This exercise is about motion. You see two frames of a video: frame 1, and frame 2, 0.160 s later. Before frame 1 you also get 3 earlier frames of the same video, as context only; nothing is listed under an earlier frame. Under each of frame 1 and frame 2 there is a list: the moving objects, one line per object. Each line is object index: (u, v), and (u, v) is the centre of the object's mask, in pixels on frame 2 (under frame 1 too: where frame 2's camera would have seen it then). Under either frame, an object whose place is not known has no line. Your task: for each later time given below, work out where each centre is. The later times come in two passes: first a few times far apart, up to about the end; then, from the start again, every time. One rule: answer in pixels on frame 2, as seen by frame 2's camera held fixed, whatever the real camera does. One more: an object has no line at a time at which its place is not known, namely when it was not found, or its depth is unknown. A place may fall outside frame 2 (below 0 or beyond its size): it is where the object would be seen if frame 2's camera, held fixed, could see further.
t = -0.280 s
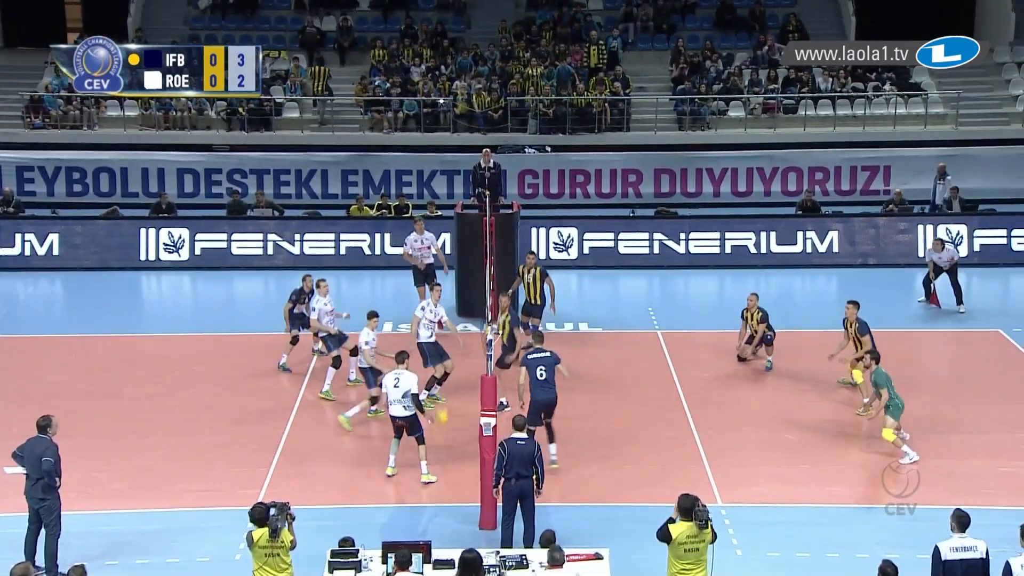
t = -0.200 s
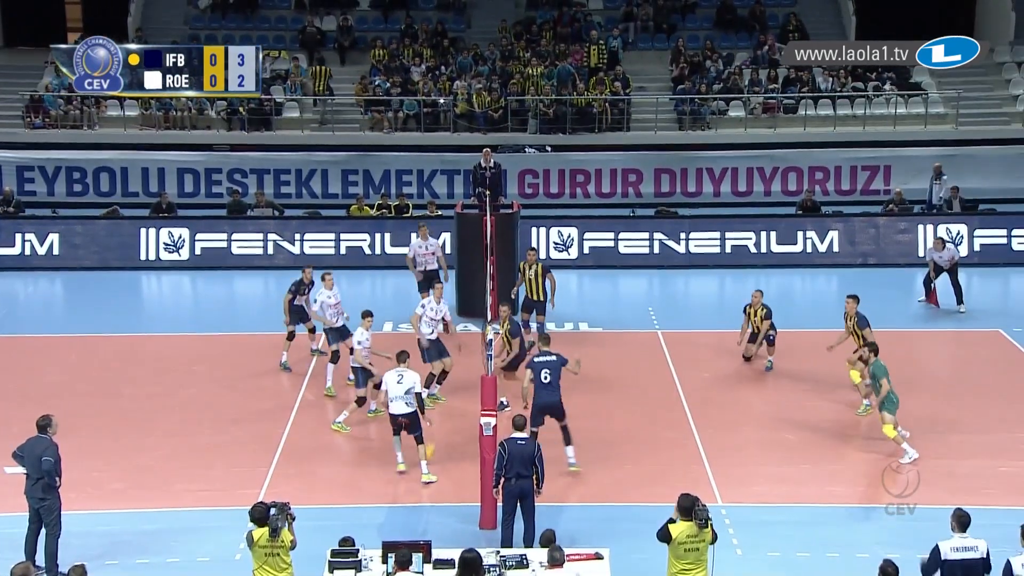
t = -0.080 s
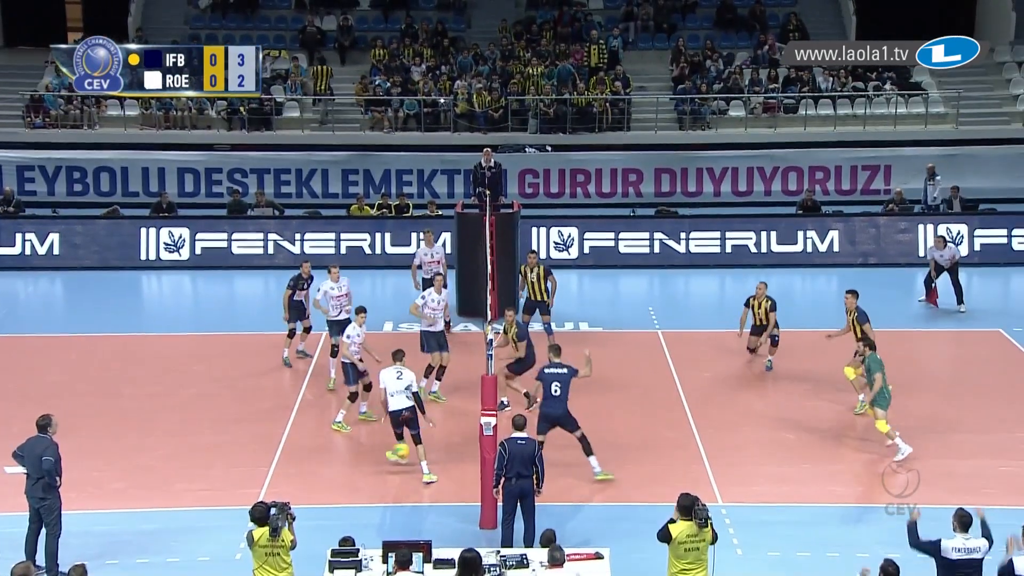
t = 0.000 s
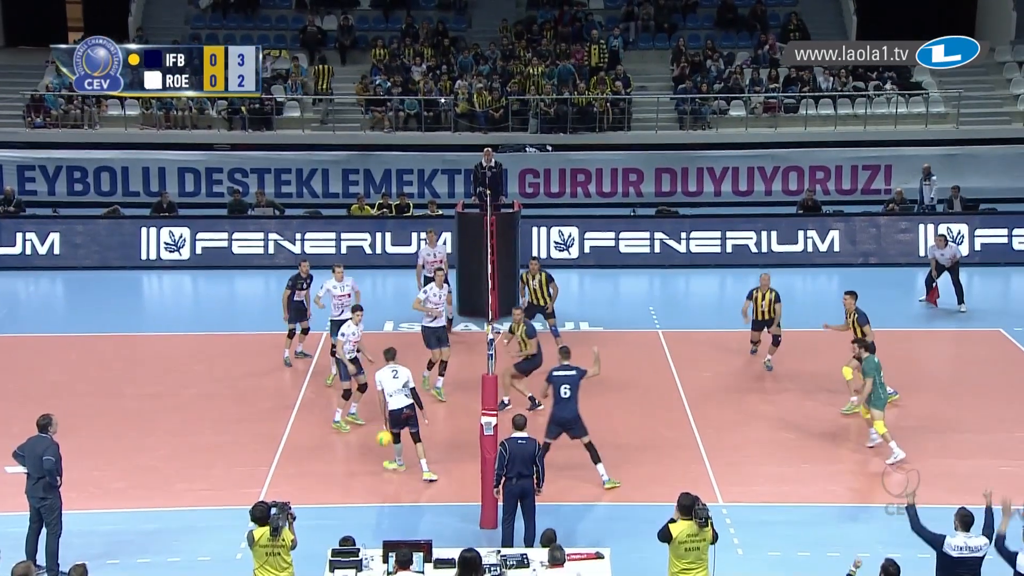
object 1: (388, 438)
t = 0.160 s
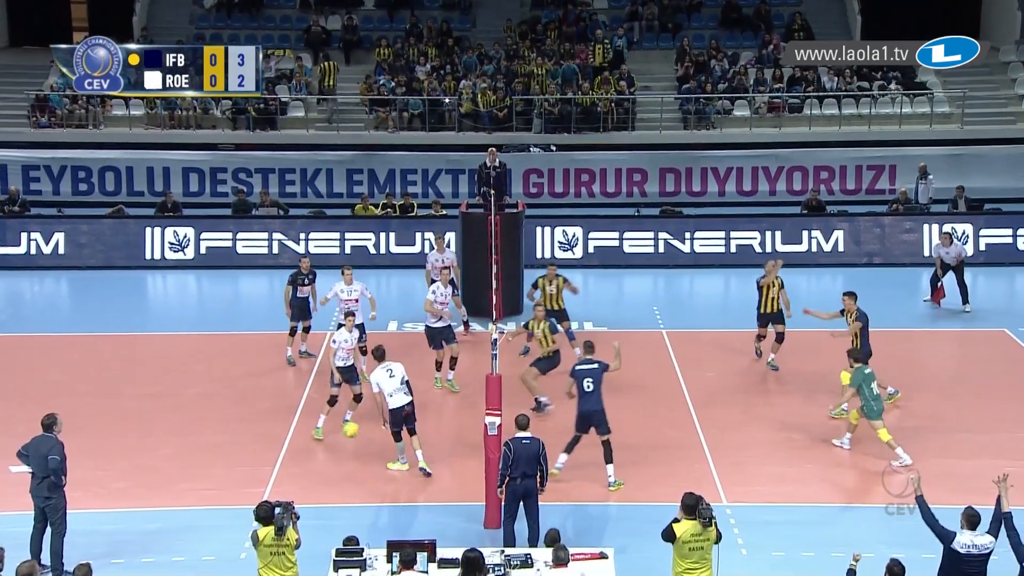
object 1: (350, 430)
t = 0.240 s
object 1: (331, 433)
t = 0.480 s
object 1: (273, 472)
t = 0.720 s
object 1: (213, 548)
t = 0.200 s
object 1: (340, 431)
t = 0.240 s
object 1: (331, 433)
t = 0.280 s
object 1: (321, 436)
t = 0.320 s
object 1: (312, 441)
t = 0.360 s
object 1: (302, 447)
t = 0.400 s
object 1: (293, 453)
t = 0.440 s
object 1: (283, 462)
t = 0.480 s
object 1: (273, 472)
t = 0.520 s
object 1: (263, 483)
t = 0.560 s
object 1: (254, 496)
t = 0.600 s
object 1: (243, 509)
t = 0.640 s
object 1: (235, 525)
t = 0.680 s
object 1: (225, 542)
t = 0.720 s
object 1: (213, 548)
